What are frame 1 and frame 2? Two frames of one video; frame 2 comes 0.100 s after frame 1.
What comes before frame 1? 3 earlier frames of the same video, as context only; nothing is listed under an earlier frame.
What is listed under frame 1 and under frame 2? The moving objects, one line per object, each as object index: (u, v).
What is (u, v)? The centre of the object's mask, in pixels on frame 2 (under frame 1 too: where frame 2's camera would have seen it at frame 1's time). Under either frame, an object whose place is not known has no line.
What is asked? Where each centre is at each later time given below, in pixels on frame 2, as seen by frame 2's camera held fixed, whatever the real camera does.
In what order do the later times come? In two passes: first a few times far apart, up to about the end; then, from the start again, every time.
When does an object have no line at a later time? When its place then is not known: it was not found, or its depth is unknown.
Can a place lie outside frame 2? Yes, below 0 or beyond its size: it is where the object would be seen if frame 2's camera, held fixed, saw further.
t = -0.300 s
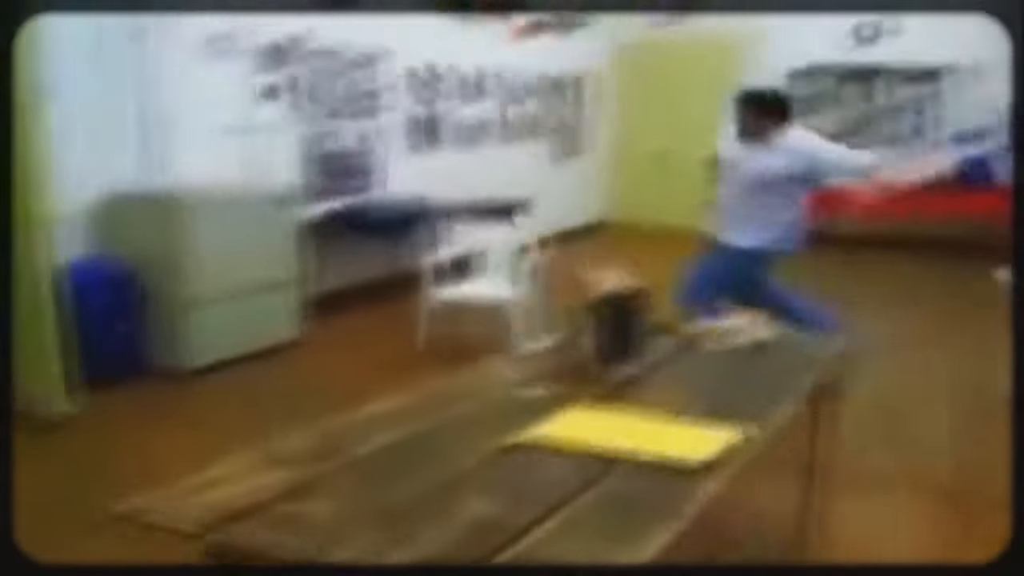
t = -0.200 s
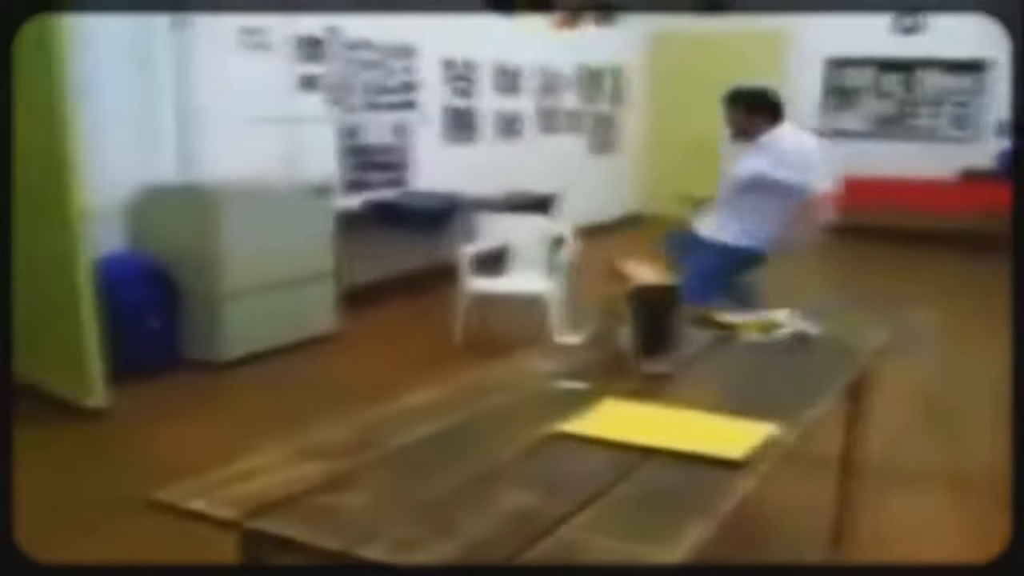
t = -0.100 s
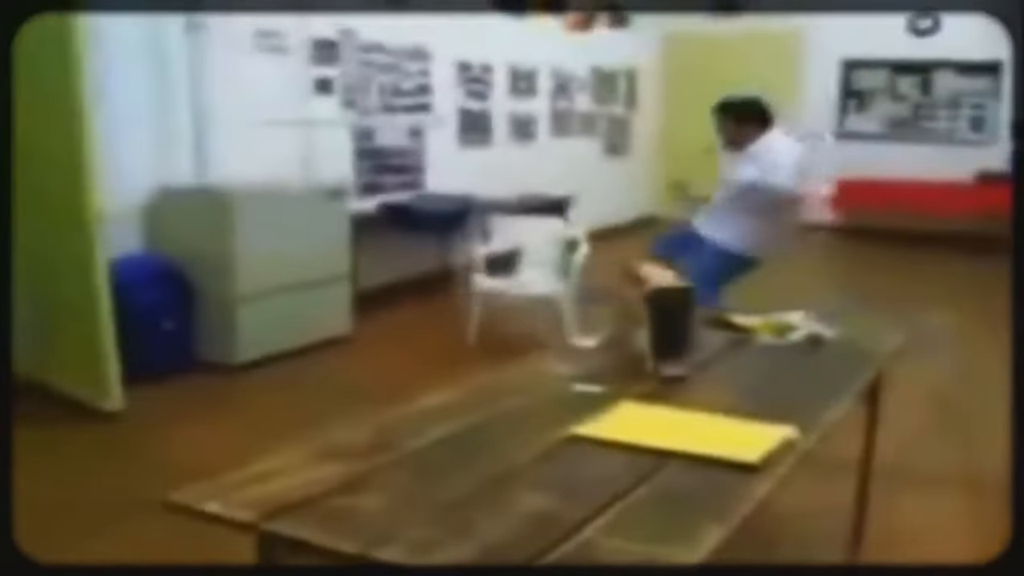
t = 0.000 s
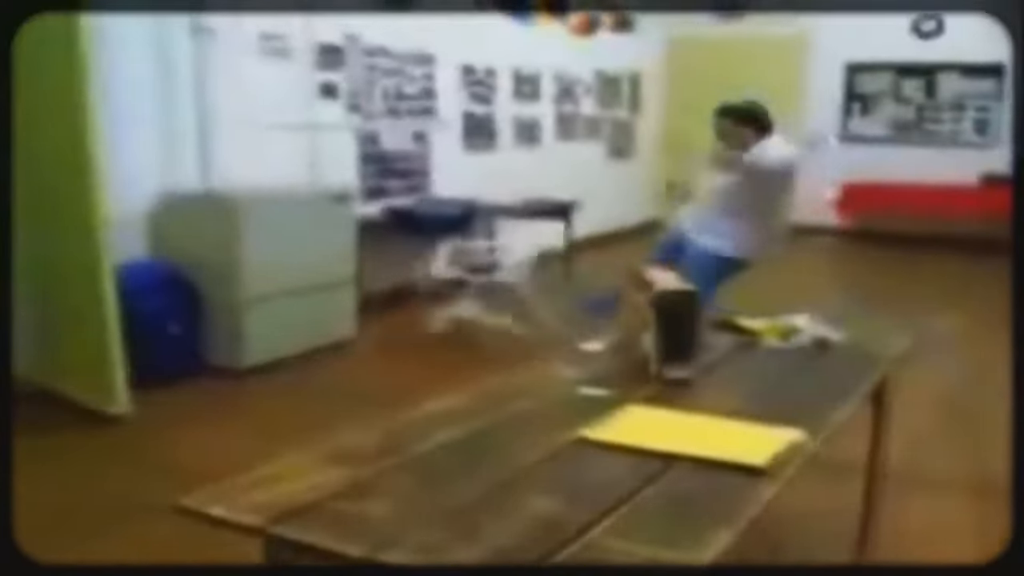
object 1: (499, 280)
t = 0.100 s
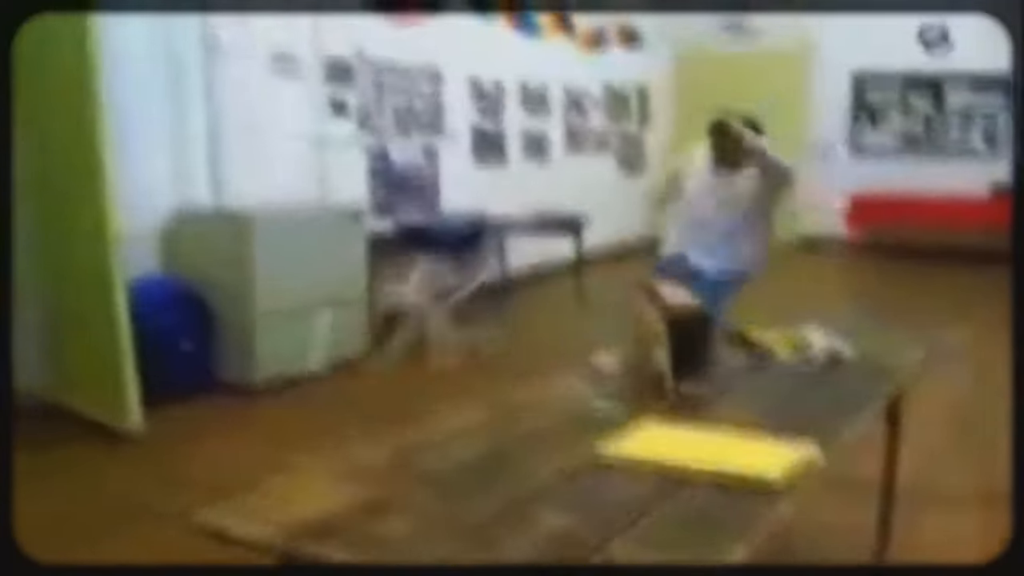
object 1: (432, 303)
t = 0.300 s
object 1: (400, 312)
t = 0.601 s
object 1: (421, 322)
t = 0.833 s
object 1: (414, 322)
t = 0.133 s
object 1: (400, 308)
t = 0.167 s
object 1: (391, 316)
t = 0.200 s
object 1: (403, 311)
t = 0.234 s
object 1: (397, 313)
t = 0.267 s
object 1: (399, 312)
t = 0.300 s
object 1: (400, 312)
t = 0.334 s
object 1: (405, 316)
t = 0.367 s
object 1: (408, 319)
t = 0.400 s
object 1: (413, 321)
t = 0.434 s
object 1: (416, 322)
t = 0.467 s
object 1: (418, 321)
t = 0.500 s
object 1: (417, 321)
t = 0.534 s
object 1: (416, 321)
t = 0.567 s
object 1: (416, 321)
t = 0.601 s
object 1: (421, 322)
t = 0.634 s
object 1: (416, 325)
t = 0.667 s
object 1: (417, 325)
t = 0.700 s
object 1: (414, 326)
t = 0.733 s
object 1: (416, 323)
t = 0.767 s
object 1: (416, 322)
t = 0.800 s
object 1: (415, 322)
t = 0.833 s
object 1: (414, 322)
